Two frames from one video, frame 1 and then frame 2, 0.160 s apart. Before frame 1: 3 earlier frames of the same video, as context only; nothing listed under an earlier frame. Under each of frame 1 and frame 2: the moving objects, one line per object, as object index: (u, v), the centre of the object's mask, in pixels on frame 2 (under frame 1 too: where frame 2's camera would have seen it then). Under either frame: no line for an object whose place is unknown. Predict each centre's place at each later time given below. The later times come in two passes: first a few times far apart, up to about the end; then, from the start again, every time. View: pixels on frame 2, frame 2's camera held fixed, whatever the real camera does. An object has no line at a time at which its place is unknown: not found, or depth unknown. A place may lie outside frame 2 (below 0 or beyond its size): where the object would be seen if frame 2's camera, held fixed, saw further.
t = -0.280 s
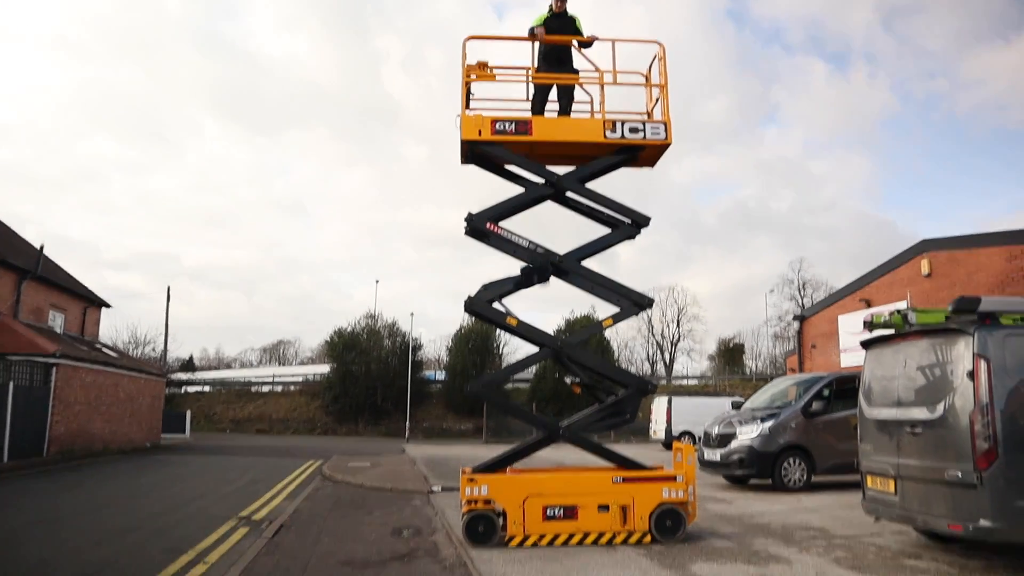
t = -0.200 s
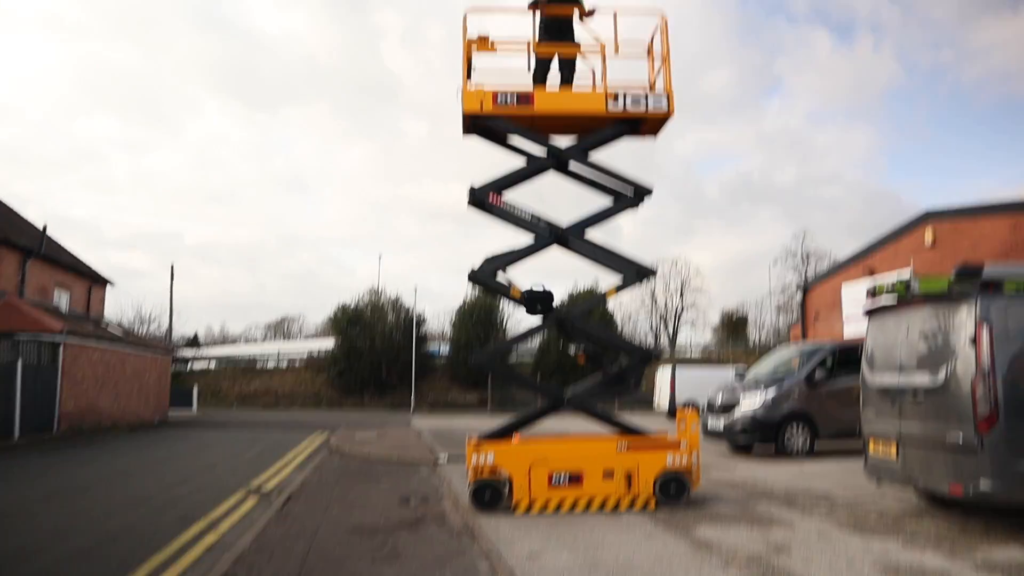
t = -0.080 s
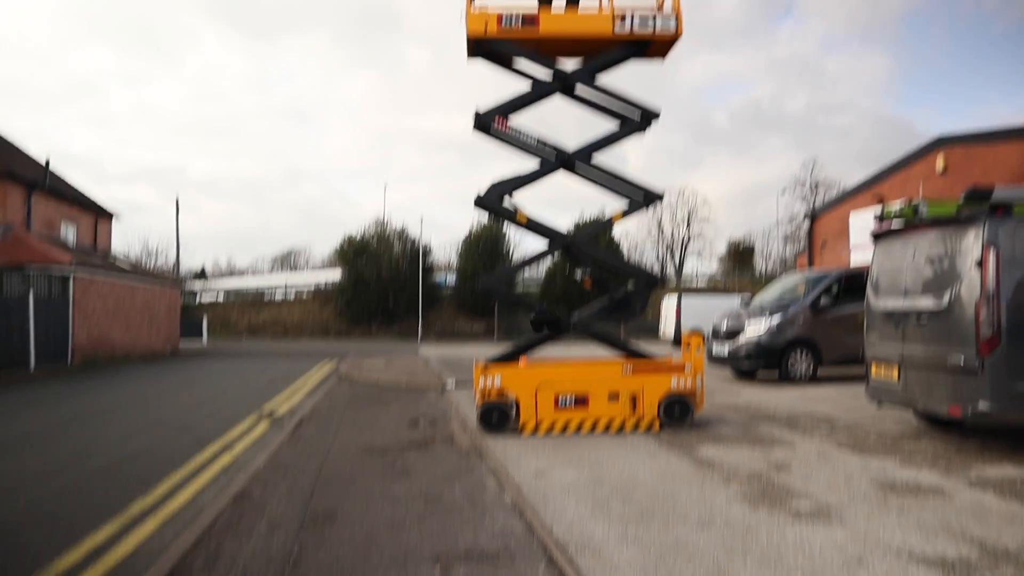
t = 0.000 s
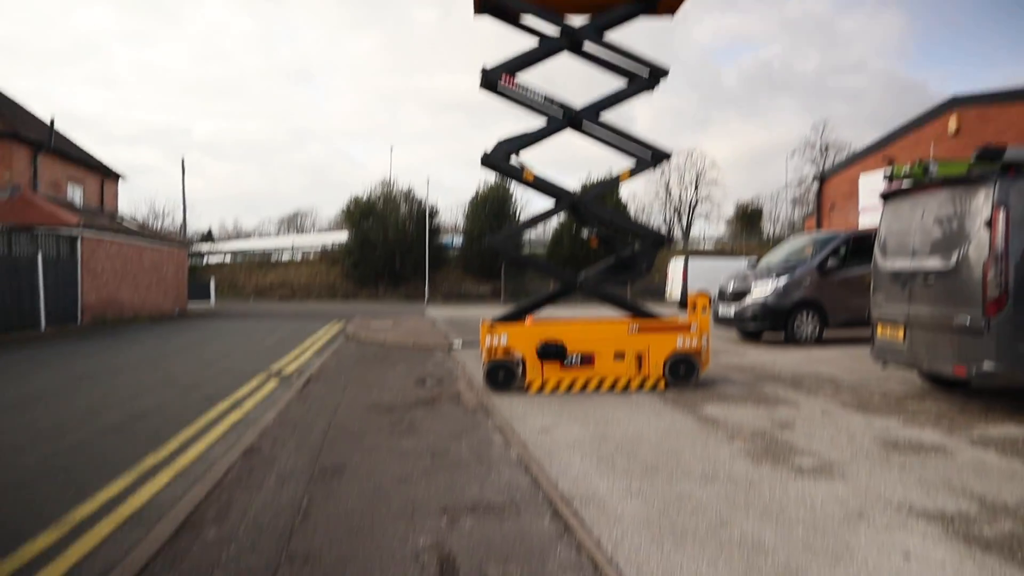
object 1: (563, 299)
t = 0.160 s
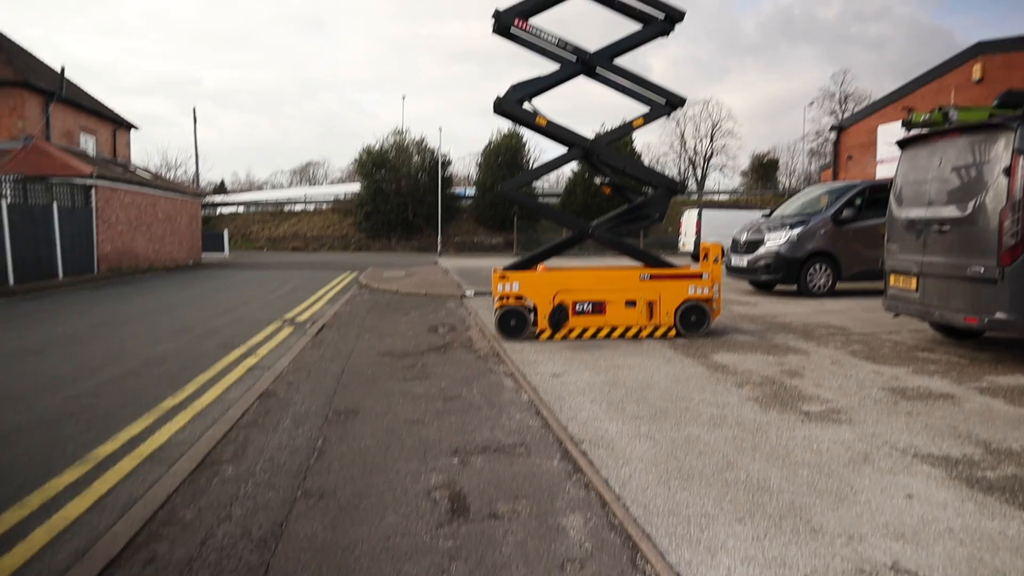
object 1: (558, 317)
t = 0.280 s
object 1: (553, 308)
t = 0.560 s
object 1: (541, 348)
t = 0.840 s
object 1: (525, 359)
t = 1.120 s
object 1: (503, 380)
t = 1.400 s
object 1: (496, 385)
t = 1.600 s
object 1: (495, 385)
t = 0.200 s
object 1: (558, 313)
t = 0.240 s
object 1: (556, 310)
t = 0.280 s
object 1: (553, 308)
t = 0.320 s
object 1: (551, 308)
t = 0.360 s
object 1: (550, 310)
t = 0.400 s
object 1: (548, 314)
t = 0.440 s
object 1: (547, 319)
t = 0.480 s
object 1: (546, 327)
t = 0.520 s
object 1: (542, 337)
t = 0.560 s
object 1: (541, 348)
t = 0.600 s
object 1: (540, 357)
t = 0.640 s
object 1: (538, 354)
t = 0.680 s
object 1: (535, 353)
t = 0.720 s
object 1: (533, 354)
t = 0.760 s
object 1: (531, 356)
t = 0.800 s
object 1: (528, 356)
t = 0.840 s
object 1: (525, 359)
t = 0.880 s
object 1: (522, 364)
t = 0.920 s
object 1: (519, 369)
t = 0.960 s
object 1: (516, 374)
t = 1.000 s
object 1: (513, 376)
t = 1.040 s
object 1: (509, 377)
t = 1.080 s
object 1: (506, 379)
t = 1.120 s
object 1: (503, 380)
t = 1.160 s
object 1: (502, 382)
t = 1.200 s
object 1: (501, 383)
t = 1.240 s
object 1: (500, 383)
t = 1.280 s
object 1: (499, 382)
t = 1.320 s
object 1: (498, 383)
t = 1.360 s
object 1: (497, 383)
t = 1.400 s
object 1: (496, 385)
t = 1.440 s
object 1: (496, 384)
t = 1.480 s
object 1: (495, 384)
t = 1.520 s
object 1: (495, 384)
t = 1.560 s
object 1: (495, 385)
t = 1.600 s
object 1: (495, 385)
